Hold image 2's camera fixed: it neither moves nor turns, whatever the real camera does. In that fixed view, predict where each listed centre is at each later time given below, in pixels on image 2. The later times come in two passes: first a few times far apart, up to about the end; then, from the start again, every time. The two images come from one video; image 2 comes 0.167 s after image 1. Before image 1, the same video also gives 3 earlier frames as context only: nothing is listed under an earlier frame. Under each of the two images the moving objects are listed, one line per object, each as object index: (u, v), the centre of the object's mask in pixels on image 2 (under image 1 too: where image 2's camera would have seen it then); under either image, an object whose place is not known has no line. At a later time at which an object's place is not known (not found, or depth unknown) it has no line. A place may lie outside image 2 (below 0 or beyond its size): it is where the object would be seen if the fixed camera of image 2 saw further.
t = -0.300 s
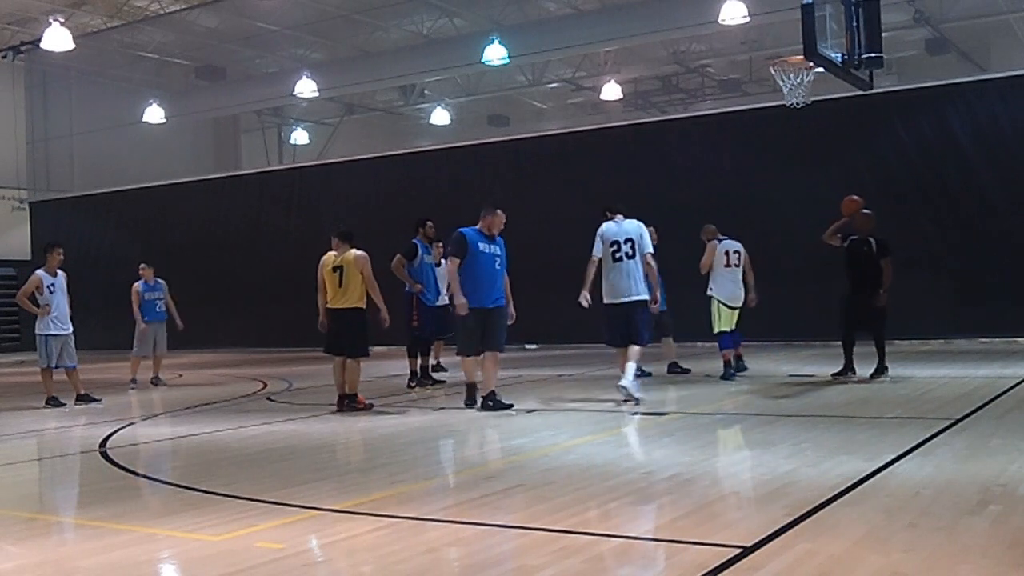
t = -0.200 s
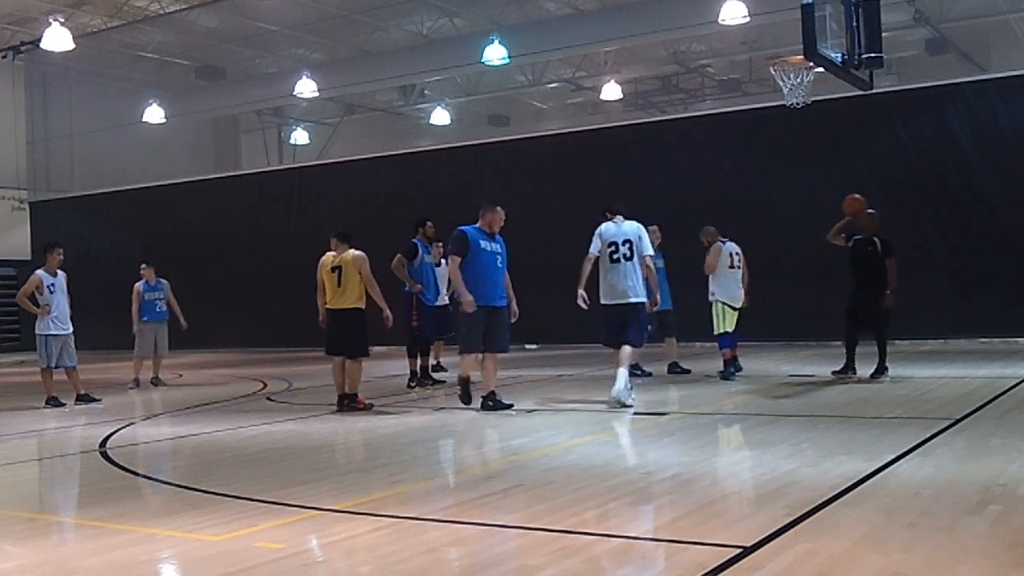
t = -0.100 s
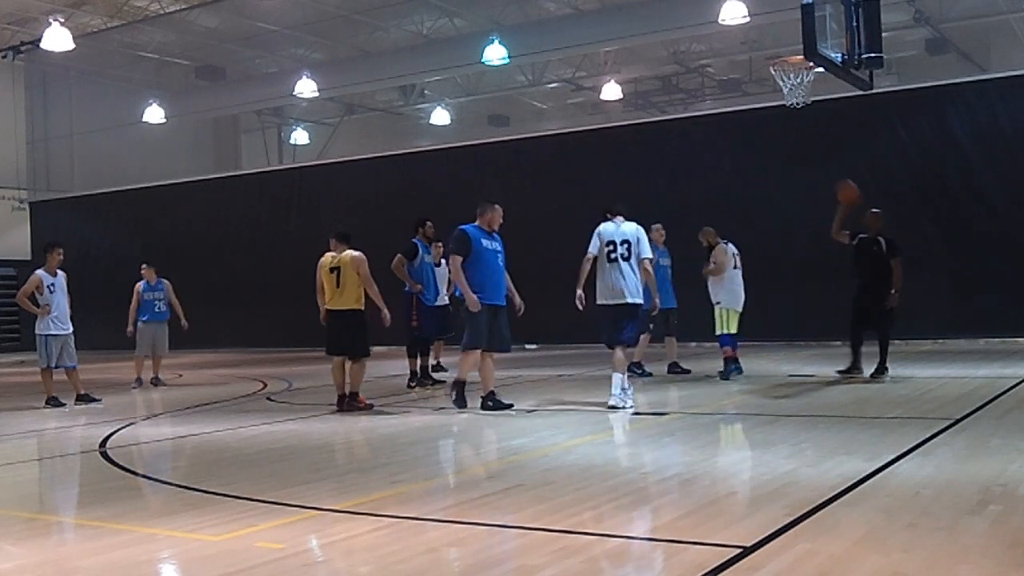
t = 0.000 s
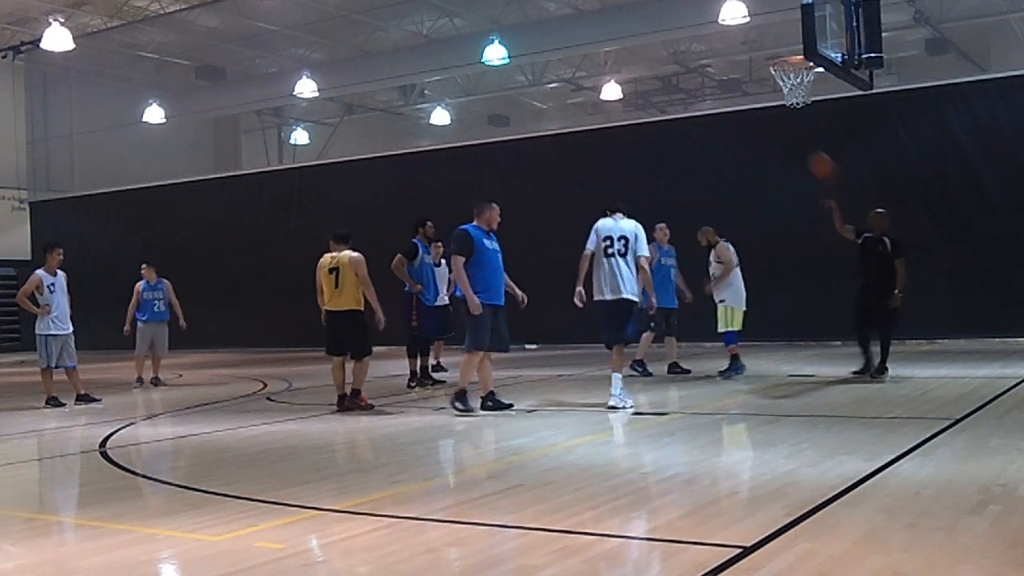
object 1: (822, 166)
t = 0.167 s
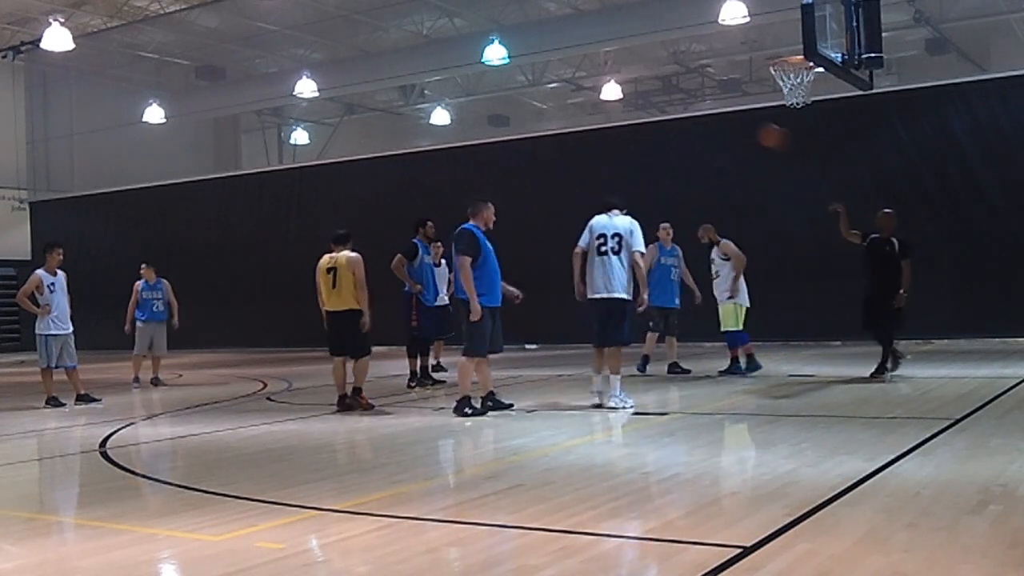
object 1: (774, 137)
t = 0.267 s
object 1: (744, 130)
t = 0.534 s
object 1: (668, 158)
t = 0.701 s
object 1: (624, 207)
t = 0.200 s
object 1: (764, 134)
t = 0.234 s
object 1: (753, 131)
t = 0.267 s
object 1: (744, 130)
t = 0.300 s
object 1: (734, 130)
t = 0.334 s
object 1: (725, 131)
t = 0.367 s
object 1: (715, 133)
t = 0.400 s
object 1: (704, 136)
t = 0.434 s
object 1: (694, 140)
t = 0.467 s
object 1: (687, 144)
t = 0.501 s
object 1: (678, 151)
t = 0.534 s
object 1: (668, 158)
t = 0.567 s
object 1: (660, 165)
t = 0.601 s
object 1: (651, 174)
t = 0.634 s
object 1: (642, 183)
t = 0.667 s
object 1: (632, 195)
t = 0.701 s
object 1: (624, 207)
